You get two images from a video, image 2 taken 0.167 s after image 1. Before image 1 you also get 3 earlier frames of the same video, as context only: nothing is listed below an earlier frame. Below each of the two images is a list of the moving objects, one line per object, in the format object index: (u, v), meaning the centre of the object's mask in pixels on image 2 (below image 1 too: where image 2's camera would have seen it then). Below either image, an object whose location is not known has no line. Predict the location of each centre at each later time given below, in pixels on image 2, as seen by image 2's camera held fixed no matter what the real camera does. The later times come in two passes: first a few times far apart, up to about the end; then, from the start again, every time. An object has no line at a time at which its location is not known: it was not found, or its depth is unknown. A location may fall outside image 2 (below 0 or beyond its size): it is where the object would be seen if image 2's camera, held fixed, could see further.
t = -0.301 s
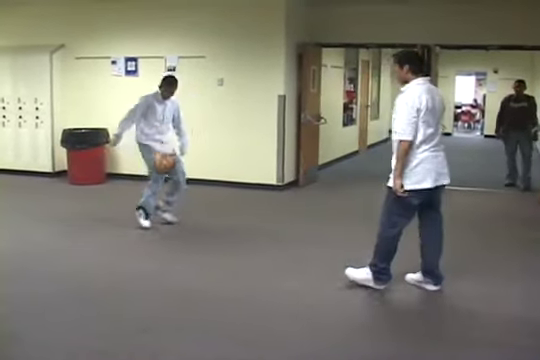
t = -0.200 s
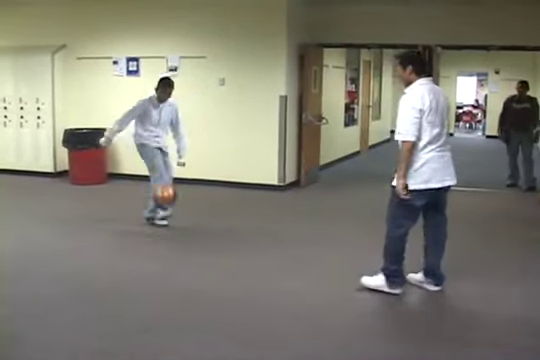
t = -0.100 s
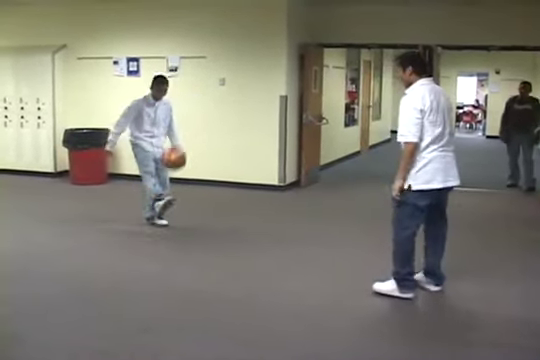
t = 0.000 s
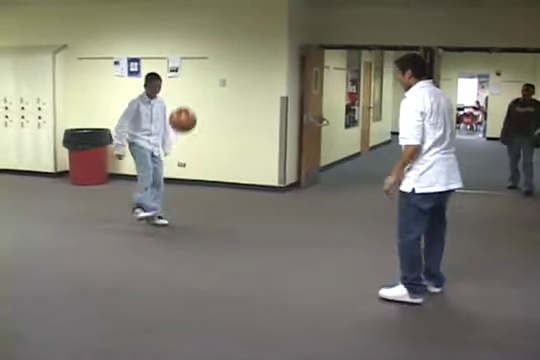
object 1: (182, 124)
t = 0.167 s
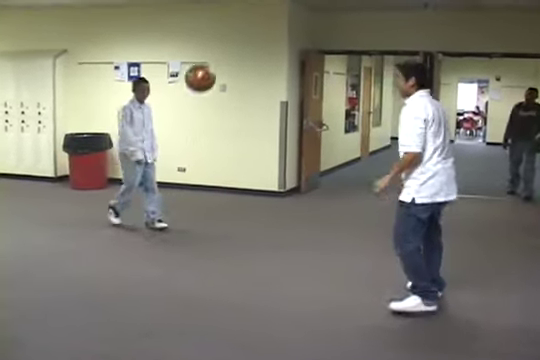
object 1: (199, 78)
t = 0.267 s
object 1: (212, 63)
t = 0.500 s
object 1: (246, 80)
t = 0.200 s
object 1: (204, 71)
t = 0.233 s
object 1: (208, 67)
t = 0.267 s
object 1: (212, 63)
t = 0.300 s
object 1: (217, 60)
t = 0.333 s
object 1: (221, 60)
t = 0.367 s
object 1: (226, 61)
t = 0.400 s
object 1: (231, 63)
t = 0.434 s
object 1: (235, 67)
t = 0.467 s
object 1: (241, 73)
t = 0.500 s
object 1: (246, 80)
